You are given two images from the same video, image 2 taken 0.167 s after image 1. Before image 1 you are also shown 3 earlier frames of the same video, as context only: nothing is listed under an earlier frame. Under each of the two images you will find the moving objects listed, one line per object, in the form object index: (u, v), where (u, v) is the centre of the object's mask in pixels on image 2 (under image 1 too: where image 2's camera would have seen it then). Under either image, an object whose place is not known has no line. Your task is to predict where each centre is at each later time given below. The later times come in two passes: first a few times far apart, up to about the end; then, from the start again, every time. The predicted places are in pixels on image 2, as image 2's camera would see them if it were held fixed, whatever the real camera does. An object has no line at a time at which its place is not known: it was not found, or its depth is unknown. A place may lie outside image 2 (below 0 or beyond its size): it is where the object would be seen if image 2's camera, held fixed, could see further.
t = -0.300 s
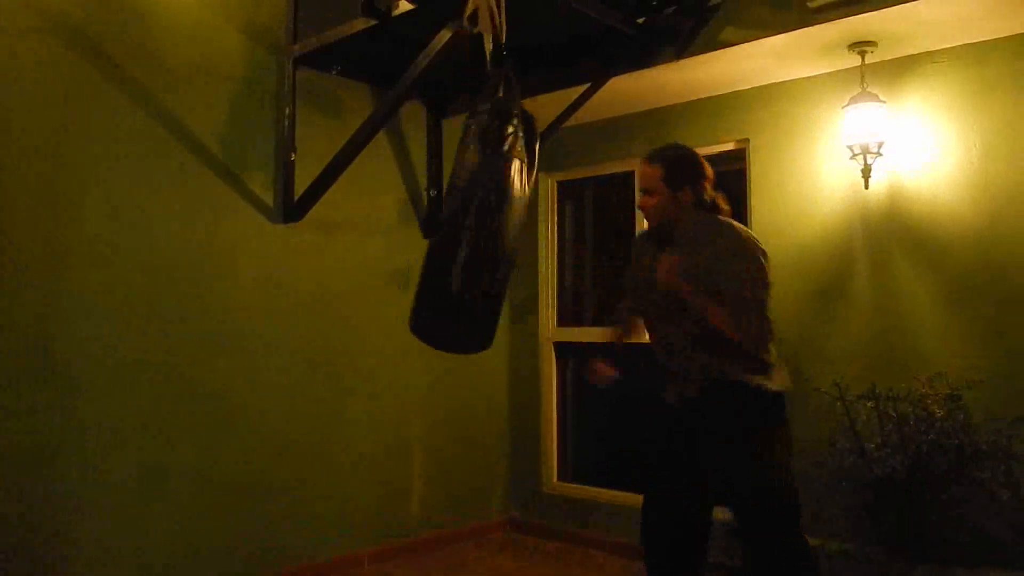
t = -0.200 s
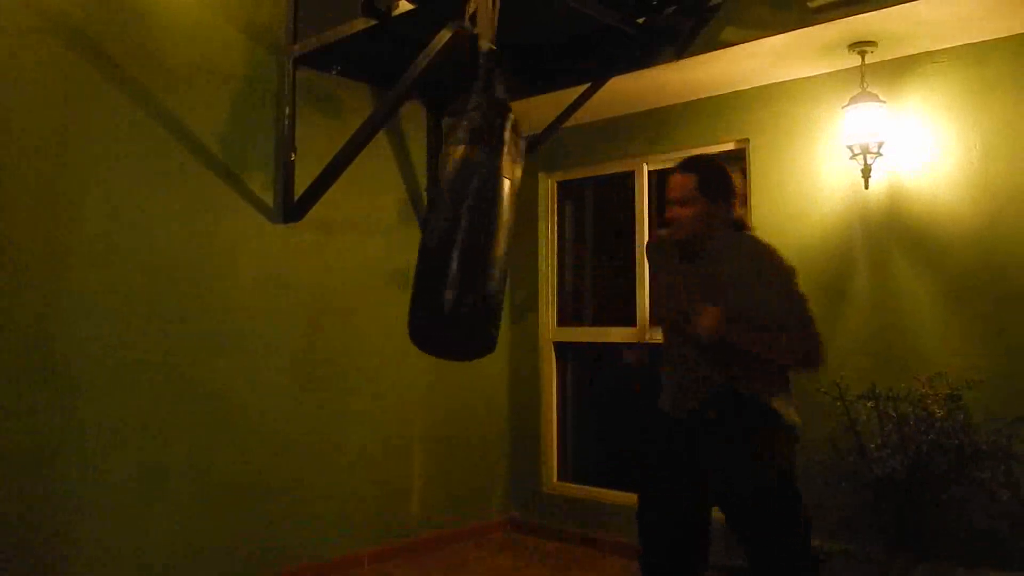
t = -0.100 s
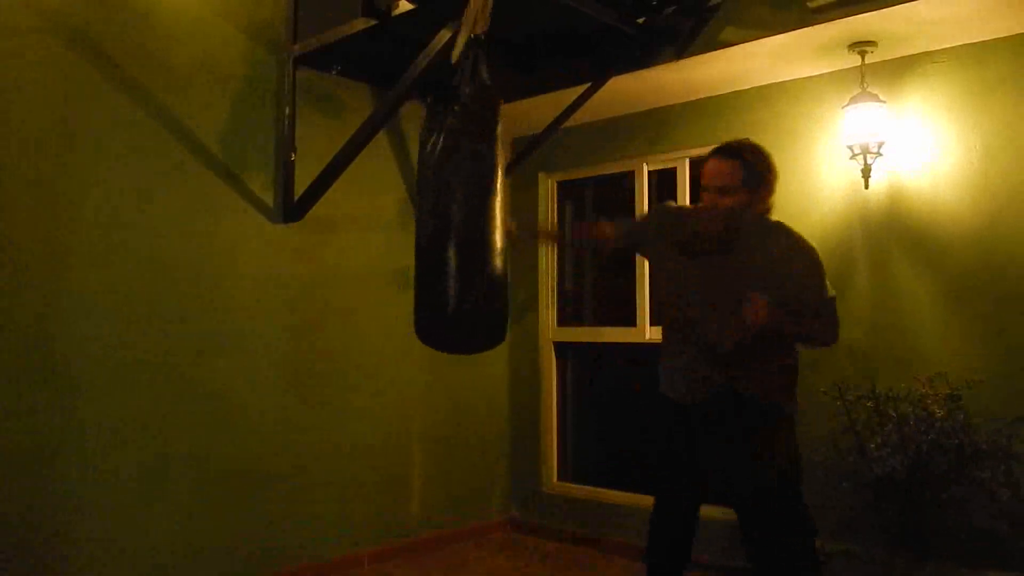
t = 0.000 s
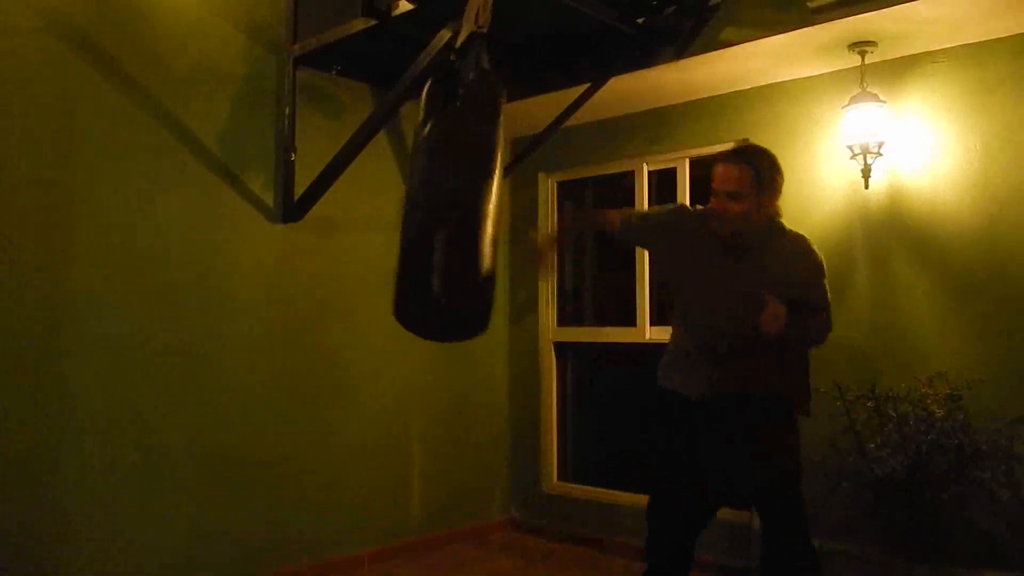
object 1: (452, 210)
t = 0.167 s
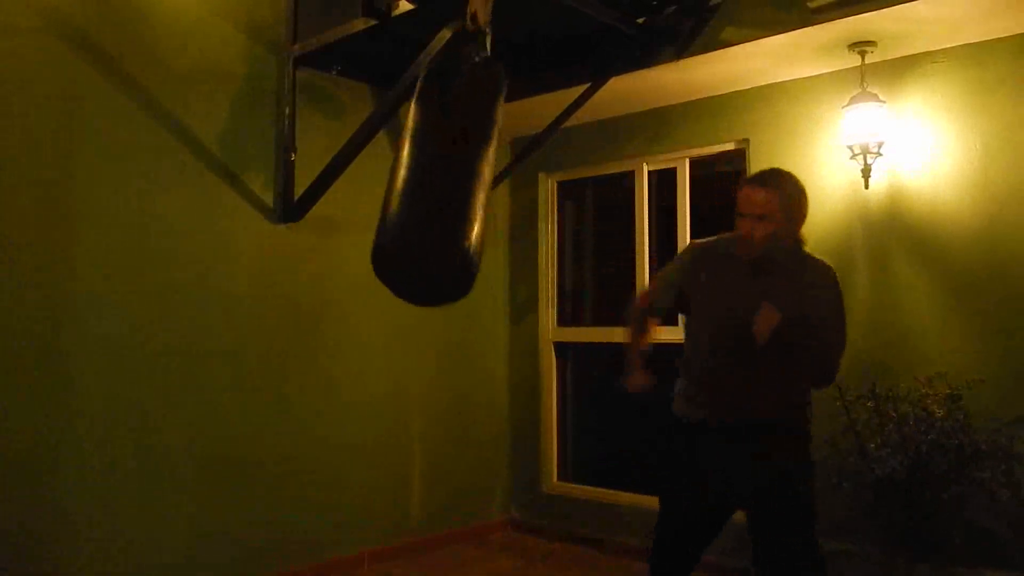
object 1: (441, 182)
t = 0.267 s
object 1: (441, 172)
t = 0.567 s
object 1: (473, 202)
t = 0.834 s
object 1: (508, 233)
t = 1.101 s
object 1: (523, 218)
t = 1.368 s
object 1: (521, 212)
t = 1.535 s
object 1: (511, 223)
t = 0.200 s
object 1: (441, 178)
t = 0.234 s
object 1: (441, 174)
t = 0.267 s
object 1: (441, 172)
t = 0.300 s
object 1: (443, 171)
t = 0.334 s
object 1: (445, 173)
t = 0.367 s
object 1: (448, 175)
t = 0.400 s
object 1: (451, 177)
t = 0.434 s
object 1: (455, 179)
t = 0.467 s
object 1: (459, 185)
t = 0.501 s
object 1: (464, 195)
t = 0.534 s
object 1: (469, 196)
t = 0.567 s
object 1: (473, 202)
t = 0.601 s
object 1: (478, 208)
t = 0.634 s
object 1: (483, 214)
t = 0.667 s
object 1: (488, 219)
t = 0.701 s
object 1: (492, 227)
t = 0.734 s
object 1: (497, 230)
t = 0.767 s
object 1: (501, 232)
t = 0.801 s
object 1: (505, 233)
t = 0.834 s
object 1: (508, 233)
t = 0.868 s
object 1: (511, 231)
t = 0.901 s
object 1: (514, 233)
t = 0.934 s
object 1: (516, 228)
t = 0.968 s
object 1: (518, 227)
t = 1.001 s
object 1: (520, 226)
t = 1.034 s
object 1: (522, 223)
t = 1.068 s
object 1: (522, 222)
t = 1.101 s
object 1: (523, 218)
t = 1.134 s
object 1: (523, 215)
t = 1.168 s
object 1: (523, 214)
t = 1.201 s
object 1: (523, 212)
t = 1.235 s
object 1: (523, 210)
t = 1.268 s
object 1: (523, 209)
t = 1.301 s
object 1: (523, 210)
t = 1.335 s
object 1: (522, 210)
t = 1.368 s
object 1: (521, 212)
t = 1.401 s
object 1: (520, 214)
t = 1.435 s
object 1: (518, 215)
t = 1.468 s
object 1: (516, 217)
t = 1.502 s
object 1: (514, 219)
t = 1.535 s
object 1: (511, 223)
